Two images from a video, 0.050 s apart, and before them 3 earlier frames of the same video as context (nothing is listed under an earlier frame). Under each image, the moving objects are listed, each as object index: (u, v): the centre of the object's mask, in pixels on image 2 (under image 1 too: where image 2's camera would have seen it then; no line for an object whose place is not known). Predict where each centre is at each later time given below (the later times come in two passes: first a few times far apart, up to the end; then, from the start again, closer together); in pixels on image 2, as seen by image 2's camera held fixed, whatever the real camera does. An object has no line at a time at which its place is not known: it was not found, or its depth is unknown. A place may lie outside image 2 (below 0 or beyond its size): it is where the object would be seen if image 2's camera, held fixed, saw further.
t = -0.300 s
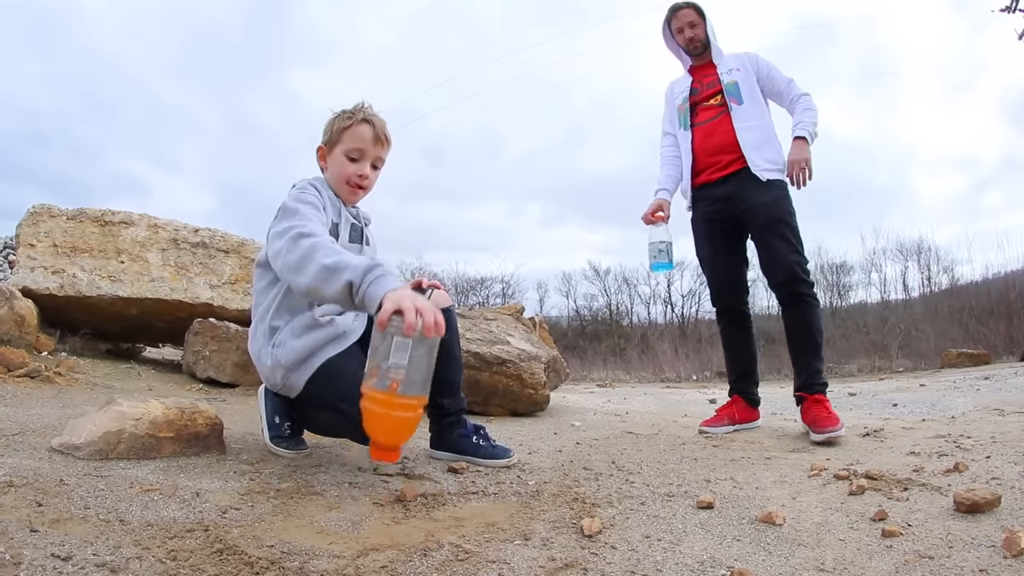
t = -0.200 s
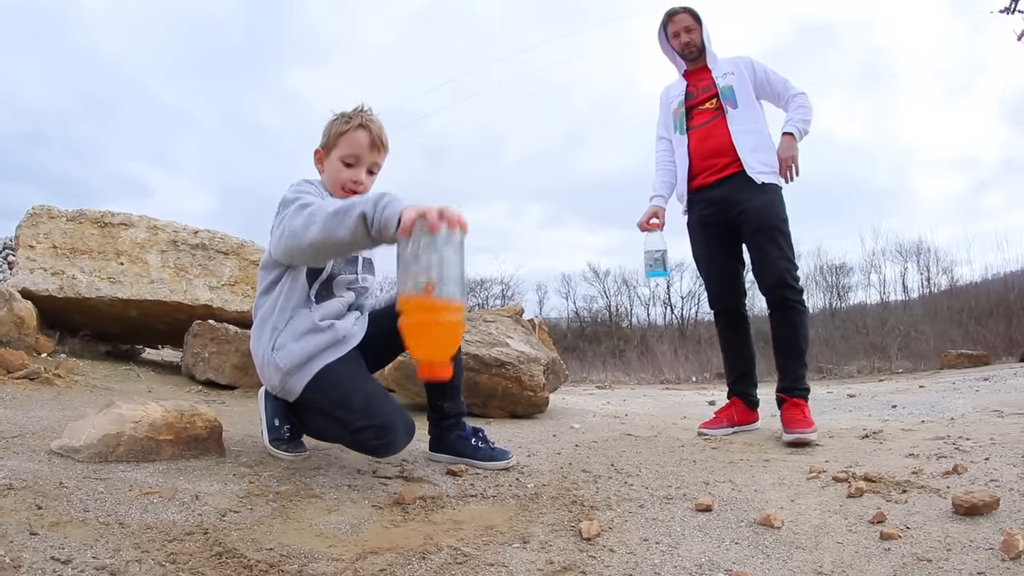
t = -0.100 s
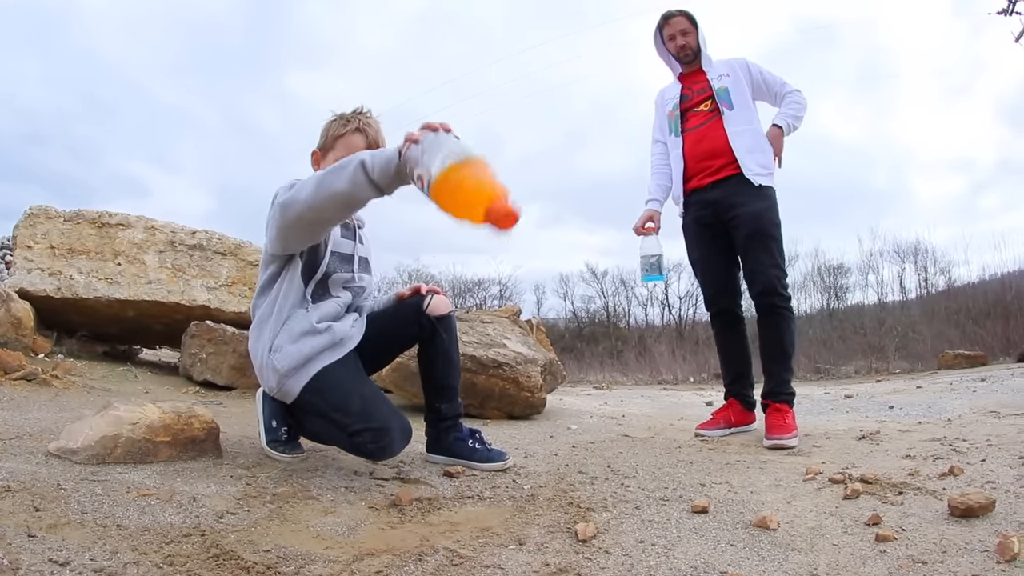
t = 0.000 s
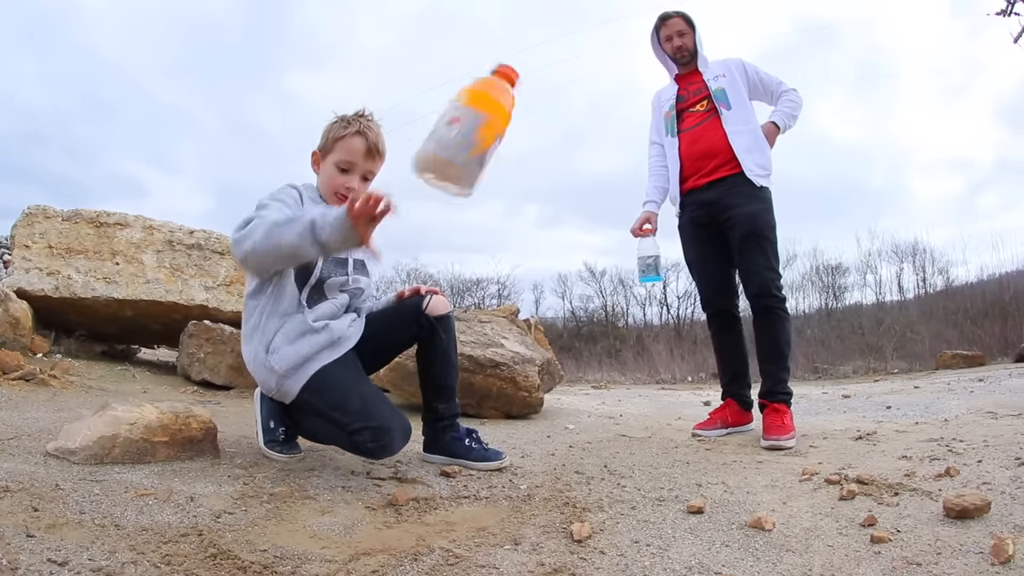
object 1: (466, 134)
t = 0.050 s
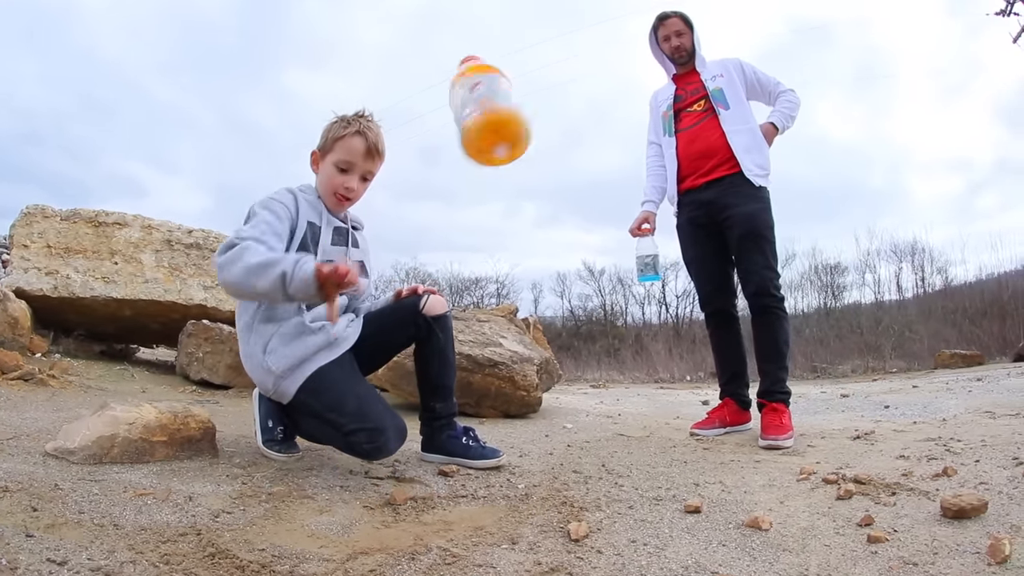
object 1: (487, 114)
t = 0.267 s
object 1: (487, 202)
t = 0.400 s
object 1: (486, 468)
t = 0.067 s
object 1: (493, 108)
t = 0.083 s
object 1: (497, 104)
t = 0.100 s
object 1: (499, 102)
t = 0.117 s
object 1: (499, 102)
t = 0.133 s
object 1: (500, 104)
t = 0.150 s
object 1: (499, 108)
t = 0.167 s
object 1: (498, 115)
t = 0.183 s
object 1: (497, 123)
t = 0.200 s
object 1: (495, 133)
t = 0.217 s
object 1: (494, 146)
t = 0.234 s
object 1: (492, 162)
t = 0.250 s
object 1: (490, 180)
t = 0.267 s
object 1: (487, 202)
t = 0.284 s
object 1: (484, 228)
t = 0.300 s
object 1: (481, 259)
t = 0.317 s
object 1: (478, 294)
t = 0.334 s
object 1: (476, 333)
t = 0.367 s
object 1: (479, 410)
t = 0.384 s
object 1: (478, 456)
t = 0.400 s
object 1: (486, 468)
